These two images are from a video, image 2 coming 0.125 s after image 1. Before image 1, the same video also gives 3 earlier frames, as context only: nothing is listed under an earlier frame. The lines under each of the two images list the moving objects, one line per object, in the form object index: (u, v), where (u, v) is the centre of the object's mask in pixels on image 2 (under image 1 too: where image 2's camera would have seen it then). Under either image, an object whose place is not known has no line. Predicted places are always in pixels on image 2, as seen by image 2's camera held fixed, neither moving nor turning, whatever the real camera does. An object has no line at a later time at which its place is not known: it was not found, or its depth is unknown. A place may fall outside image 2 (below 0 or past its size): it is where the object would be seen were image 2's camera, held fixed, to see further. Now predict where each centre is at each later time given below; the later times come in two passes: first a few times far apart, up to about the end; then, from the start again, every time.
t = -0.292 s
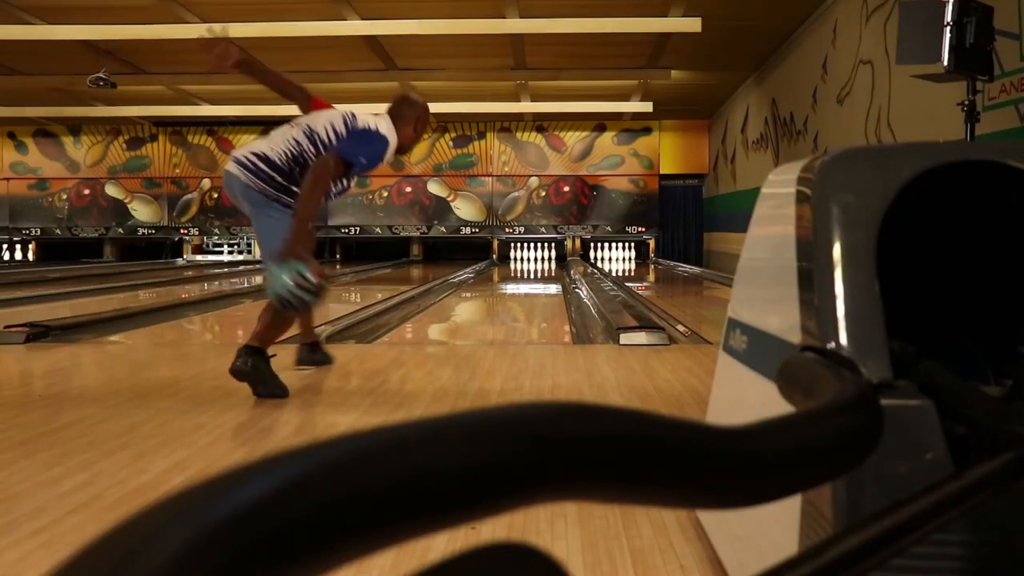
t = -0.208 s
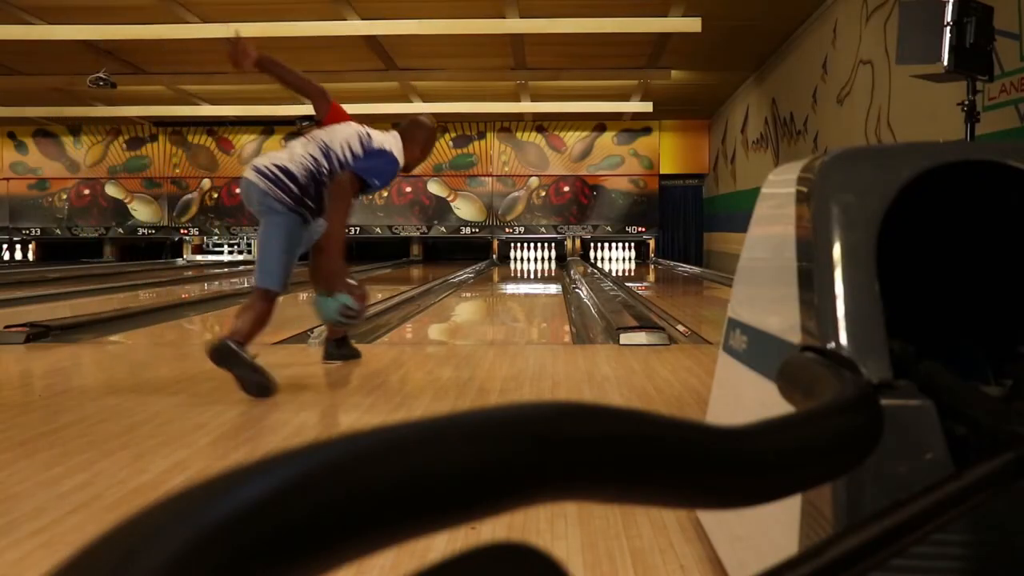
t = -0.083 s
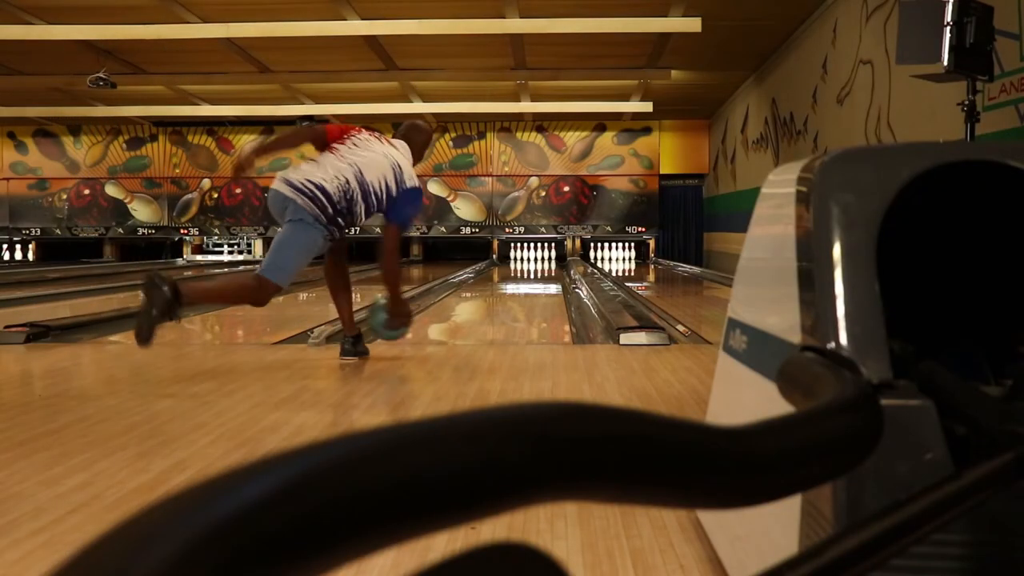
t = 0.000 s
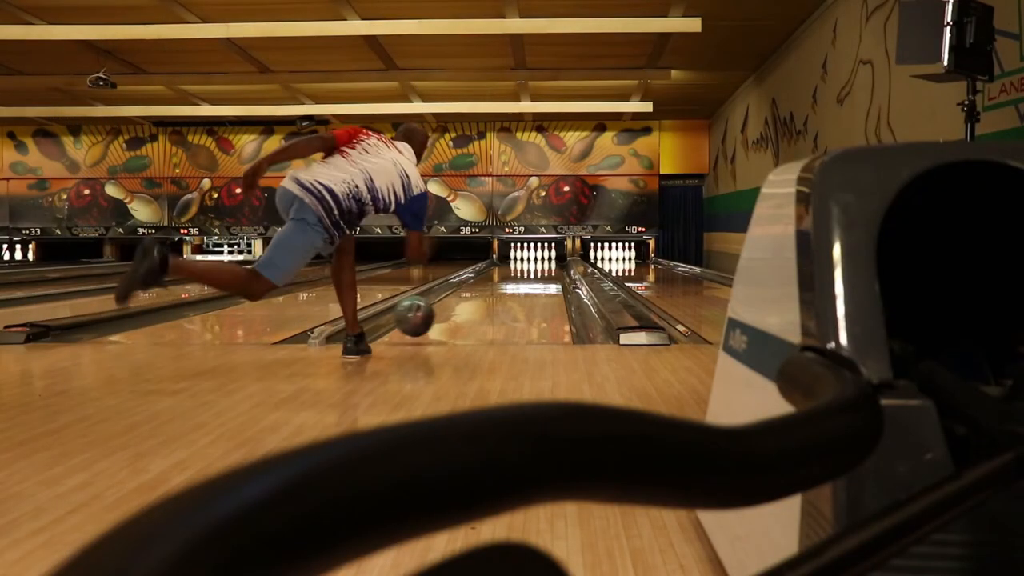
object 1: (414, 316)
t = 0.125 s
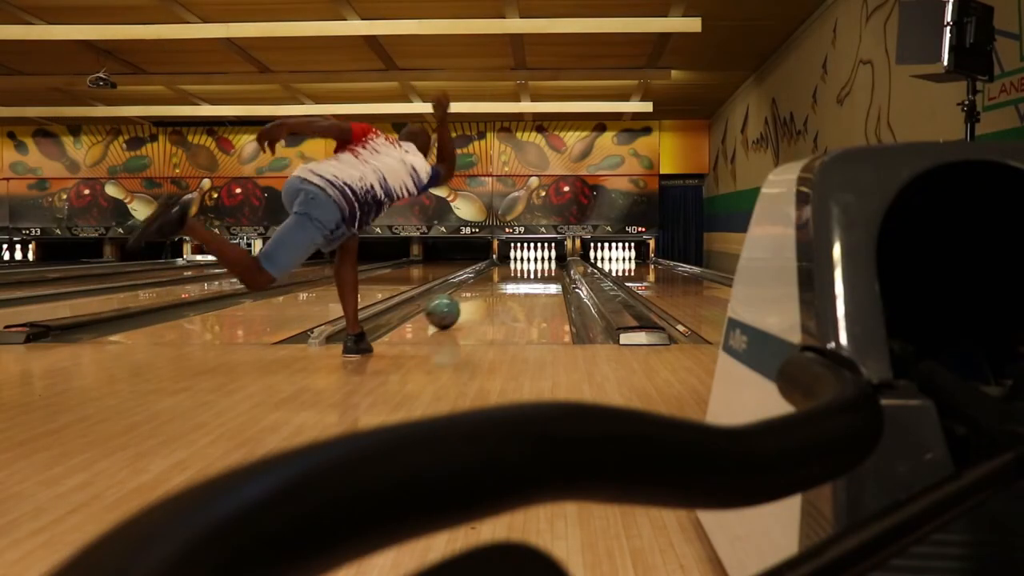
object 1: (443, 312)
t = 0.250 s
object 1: (464, 302)
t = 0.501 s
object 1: (493, 288)
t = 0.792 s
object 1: (514, 278)
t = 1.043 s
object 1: (527, 272)
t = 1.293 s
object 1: (536, 267)
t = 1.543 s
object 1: (543, 264)
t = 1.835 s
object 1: (546, 261)
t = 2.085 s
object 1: (546, 258)
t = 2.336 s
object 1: (542, 257)
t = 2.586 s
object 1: (538, 257)
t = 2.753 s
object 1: (538, 255)
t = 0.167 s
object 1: (450, 308)
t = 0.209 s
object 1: (457, 306)
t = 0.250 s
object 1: (464, 302)
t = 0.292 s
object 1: (470, 299)
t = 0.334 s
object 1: (475, 296)
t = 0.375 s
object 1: (481, 294)
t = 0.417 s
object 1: (485, 292)
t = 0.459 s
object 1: (490, 289)
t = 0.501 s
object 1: (493, 288)
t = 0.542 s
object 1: (497, 286)
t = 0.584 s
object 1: (500, 285)
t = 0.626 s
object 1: (503, 282)
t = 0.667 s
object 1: (506, 281)
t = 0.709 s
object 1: (509, 280)
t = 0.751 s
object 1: (512, 279)
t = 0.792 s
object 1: (514, 278)
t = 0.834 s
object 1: (517, 277)
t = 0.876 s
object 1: (519, 276)
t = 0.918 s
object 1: (521, 275)
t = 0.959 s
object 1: (523, 274)
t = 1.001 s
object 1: (525, 273)
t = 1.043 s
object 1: (527, 272)
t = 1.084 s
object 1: (528, 271)
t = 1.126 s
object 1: (530, 271)
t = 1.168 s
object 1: (531, 270)
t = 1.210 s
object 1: (533, 269)
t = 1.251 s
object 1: (534, 268)
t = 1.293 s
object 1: (536, 267)
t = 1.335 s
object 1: (537, 267)
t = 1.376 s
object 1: (538, 266)
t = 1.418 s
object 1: (539, 266)
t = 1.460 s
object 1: (541, 265)
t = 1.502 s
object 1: (542, 265)
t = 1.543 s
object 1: (543, 264)
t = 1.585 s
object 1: (543, 264)
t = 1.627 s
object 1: (544, 263)
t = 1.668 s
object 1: (544, 263)
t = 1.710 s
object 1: (545, 262)
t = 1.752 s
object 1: (546, 262)
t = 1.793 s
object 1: (546, 261)
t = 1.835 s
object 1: (546, 261)
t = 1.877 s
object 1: (546, 260)
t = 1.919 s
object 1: (546, 260)
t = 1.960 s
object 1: (546, 259)
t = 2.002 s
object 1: (546, 259)
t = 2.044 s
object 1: (546, 259)
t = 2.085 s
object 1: (546, 258)
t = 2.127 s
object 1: (546, 259)
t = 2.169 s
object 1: (545, 259)
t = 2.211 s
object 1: (545, 258)
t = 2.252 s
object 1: (544, 258)
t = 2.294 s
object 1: (543, 257)
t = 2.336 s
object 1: (542, 257)
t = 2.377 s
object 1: (540, 257)
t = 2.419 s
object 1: (539, 257)
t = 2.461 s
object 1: (539, 258)
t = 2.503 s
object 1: (538, 256)
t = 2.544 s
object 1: (537, 257)
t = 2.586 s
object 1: (538, 257)
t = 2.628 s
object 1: (538, 256)
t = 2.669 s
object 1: (537, 256)
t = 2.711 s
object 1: (537, 256)
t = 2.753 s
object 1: (538, 255)
